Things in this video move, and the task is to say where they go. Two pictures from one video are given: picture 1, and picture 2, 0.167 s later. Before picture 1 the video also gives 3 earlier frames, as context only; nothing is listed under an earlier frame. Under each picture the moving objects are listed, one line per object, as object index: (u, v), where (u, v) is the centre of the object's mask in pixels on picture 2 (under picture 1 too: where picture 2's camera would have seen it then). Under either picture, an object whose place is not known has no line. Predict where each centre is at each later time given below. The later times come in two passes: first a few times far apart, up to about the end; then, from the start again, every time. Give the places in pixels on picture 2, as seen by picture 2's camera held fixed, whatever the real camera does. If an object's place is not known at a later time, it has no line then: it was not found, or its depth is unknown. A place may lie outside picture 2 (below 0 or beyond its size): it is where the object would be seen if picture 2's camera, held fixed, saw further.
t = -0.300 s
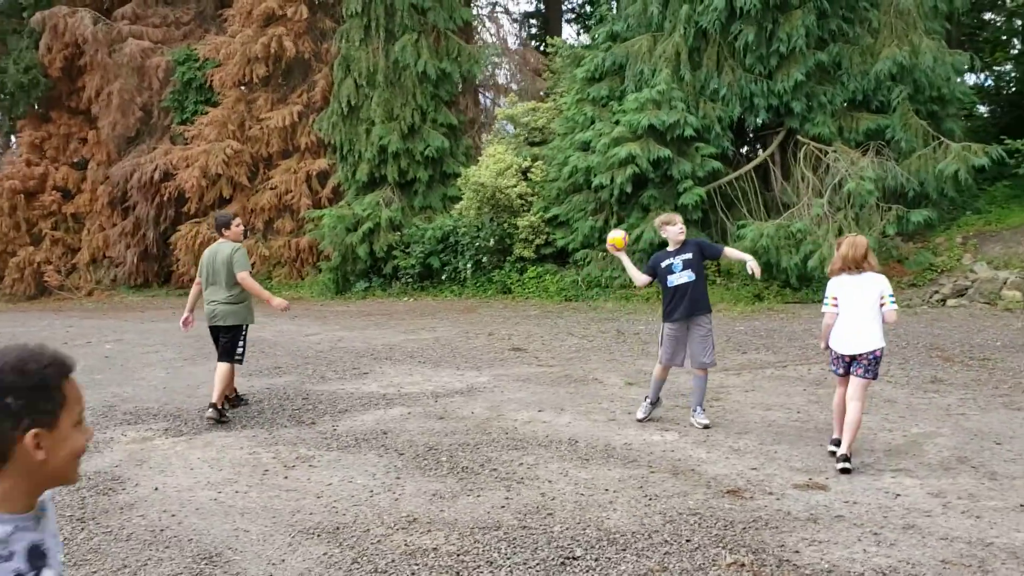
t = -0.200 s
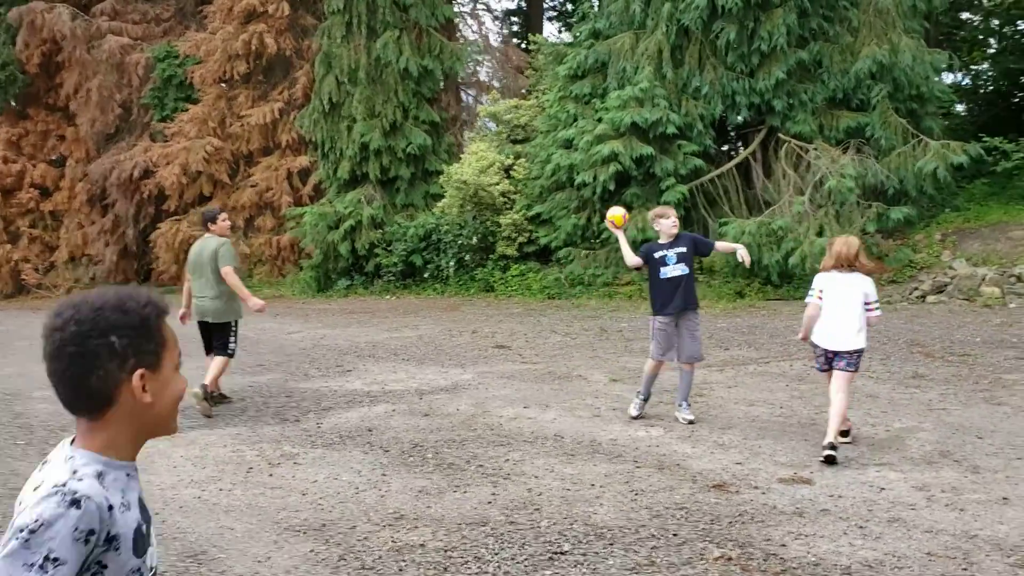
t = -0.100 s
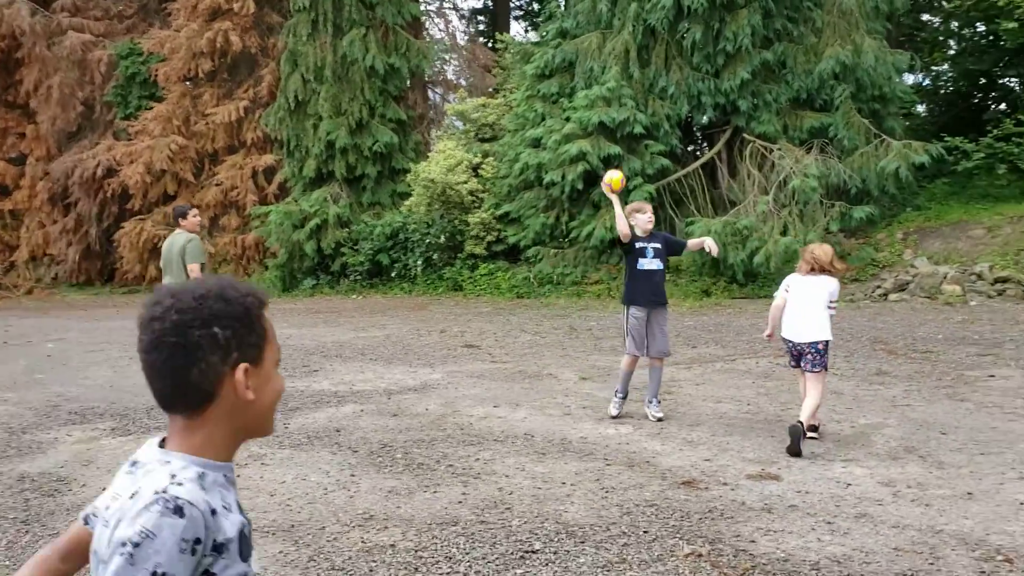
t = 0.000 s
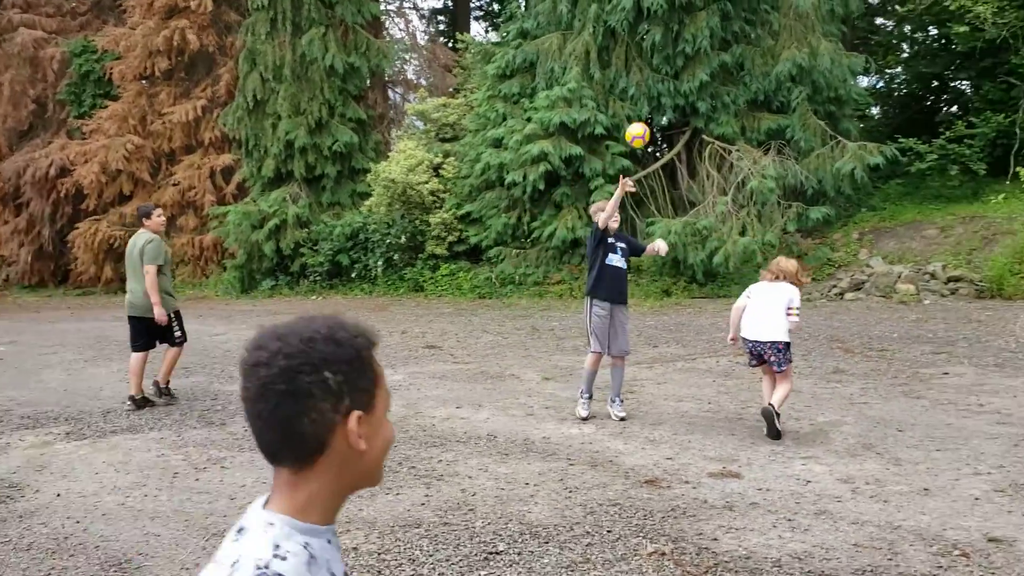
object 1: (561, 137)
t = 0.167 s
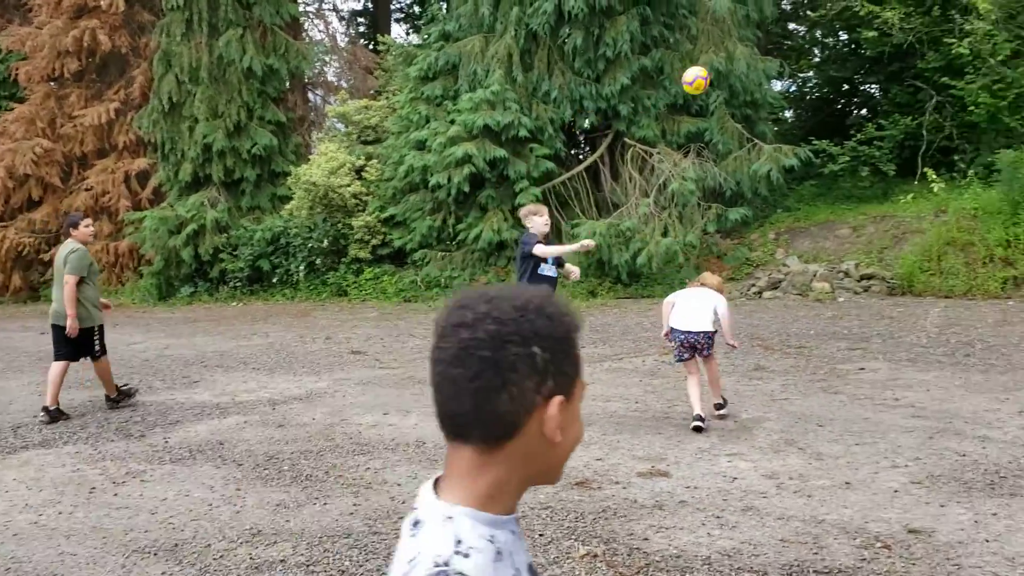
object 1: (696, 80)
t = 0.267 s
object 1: (790, 66)
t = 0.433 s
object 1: (981, 83)
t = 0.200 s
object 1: (725, 74)
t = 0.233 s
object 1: (757, 69)
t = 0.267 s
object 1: (790, 66)
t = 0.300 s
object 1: (825, 66)
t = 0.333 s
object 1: (862, 67)
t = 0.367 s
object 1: (901, 70)
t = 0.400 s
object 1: (940, 75)
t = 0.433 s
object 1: (981, 83)
